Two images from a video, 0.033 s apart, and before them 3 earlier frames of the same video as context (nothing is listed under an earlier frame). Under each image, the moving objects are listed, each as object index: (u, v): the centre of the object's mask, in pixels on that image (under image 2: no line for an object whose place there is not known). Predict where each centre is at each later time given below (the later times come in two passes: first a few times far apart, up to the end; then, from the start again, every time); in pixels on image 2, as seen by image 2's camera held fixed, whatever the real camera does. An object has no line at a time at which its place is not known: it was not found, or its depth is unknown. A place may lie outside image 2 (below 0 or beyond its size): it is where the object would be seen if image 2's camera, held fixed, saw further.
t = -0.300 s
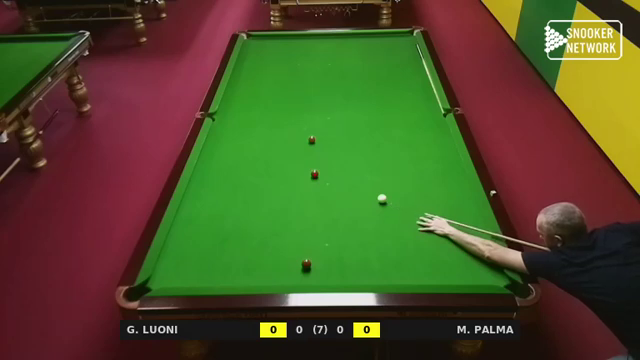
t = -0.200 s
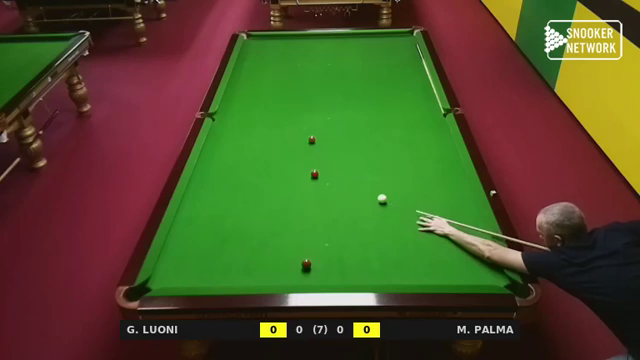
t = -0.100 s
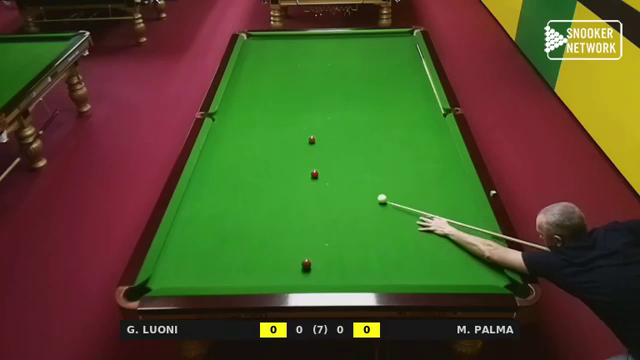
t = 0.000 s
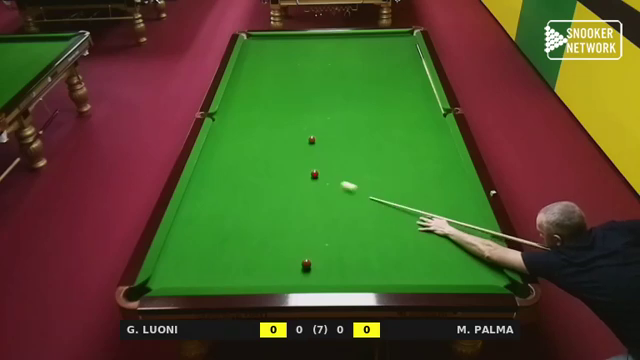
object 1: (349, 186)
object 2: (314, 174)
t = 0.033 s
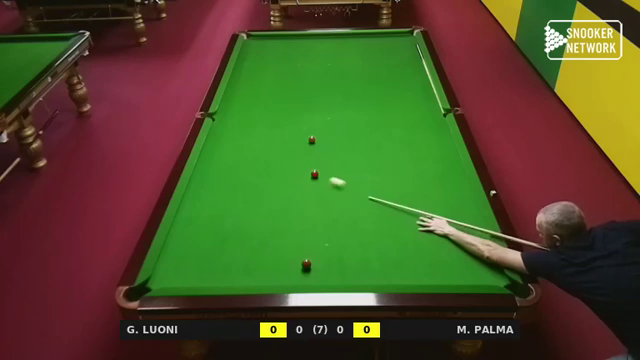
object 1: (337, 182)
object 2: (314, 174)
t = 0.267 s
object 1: (318, 181)
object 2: (274, 153)
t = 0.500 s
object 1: (320, 188)
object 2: (235, 133)
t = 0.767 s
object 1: (323, 195)
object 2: (231, 116)
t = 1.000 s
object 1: (325, 201)
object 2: (254, 104)
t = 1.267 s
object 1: (327, 208)
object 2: (278, 91)
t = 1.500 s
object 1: (328, 212)
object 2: (297, 81)
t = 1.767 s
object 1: (330, 218)
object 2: (316, 71)
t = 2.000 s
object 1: (332, 222)
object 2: (332, 63)
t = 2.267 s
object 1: (333, 226)
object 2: (348, 55)
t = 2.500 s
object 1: (335, 229)
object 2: (361, 48)
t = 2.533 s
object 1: (335, 229)
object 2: (363, 47)
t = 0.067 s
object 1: (326, 178)
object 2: (314, 174)
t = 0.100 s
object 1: (320, 176)
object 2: (310, 171)
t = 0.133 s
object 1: (319, 177)
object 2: (302, 167)
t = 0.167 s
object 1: (318, 178)
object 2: (294, 164)
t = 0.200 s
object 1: (318, 179)
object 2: (287, 160)
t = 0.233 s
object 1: (318, 180)
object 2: (280, 156)
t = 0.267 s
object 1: (318, 181)
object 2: (274, 153)
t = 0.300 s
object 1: (319, 182)
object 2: (268, 150)
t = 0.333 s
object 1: (319, 183)
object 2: (262, 147)
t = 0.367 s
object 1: (319, 184)
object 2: (256, 144)
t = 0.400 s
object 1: (319, 185)
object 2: (251, 141)
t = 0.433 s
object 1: (320, 186)
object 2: (246, 139)
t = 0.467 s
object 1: (320, 187)
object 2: (241, 136)
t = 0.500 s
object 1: (320, 188)
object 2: (235, 133)
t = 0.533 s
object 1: (321, 189)
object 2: (231, 131)
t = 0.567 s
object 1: (321, 190)
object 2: (226, 129)
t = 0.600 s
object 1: (321, 191)
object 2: (221, 126)
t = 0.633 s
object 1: (321, 192)
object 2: (216, 124)
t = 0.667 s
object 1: (322, 192)
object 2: (218, 121)
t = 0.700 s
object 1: (322, 193)
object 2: (222, 120)
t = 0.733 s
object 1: (322, 194)
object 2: (227, 118)
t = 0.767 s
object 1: (323, 195)
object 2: (231, 116)
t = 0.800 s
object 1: (323, 196)
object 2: (234, 114)
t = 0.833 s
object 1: (323, 197)
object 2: (237, 112)
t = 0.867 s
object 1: (324, 198)
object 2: (241, 111)
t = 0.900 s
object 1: (324, 199)
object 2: (244, 109)
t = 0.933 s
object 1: (324, 200)
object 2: (248, 107)
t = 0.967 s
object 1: (324, 200)
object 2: (251, 105)
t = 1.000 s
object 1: (325, 201)
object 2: (254, 104)
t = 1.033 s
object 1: (325, 202)
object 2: (257, 102)
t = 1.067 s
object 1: (325, 203)
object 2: (260, 101)
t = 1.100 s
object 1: (325, 204)
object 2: (263, 99)
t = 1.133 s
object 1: (326, 204)
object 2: (267, 97)
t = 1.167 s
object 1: (326, 205)
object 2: (269, 96)
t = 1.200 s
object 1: (326, 206)
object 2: (272, 94)
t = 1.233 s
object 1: (326, 207)
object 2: (275, 93)
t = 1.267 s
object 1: (327, 208)
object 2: (278, 91)
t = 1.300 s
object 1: (327, 208)
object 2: (281, 90)
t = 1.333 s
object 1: (327, 209)
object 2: (284, 88)
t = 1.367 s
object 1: (327, 210)
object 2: (287, 87)
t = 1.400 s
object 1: (328, 210)
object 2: (289, 85)
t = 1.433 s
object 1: (328, 211)
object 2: (292, 84)
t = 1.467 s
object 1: (328, 212)
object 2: (294, 83)
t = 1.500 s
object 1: (328, 212)
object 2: (297, 81)
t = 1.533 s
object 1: (329, 213)
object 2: (300, 80)
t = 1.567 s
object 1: (329, 214)
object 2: (302, 79)
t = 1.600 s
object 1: (329, 215)
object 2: (305, 77)
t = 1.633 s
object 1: (330, 215)
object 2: (307, 76)
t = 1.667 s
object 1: (329, 216)
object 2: (310, 75)
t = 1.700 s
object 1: (330, 216)
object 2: (312, 73)
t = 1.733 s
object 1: (330, 217)
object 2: (314, 72)
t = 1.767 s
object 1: (330, 218)
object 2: (316, 71)
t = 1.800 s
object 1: (331, 218)
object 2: (319, 70)
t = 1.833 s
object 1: (331, 219)
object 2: (321, 68)
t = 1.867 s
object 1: (331, 220)
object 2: (323, 67)
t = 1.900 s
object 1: (331, 220)
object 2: (325, 67)
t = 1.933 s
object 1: (331, 221)
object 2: (328, 65)
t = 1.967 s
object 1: (332, 221)
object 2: (330, 64)
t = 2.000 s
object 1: (332, 222)
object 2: (332, 63)
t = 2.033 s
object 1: (332, 222)
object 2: (334, 62)
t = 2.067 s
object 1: (332, 223)
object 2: (336, 61)
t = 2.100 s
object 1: (332, 223)
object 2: (338, 60)
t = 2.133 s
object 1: (332, 224)
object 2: (340, 59)
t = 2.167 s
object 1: (333, 224)
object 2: (342, 58)
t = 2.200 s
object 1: (333, 225)
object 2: (344, 57)
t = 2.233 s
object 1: (333, 225)
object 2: (346, 56)
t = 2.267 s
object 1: (333, 226)
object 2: (348, 55)
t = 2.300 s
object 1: (334, 226)
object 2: (350, 53)
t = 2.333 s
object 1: (334, 227)
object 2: (352, 52)
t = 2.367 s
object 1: (334, 227)
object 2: (354, 52)
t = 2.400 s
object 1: (334, 228)
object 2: (356, 51)
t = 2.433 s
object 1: (334, 228)
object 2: (357, 50)
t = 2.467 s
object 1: (335, 229)
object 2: (359, 49)
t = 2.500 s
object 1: (335, 229)
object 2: (361, 48)
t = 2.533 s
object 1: (335, 229)
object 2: (363, 47)
